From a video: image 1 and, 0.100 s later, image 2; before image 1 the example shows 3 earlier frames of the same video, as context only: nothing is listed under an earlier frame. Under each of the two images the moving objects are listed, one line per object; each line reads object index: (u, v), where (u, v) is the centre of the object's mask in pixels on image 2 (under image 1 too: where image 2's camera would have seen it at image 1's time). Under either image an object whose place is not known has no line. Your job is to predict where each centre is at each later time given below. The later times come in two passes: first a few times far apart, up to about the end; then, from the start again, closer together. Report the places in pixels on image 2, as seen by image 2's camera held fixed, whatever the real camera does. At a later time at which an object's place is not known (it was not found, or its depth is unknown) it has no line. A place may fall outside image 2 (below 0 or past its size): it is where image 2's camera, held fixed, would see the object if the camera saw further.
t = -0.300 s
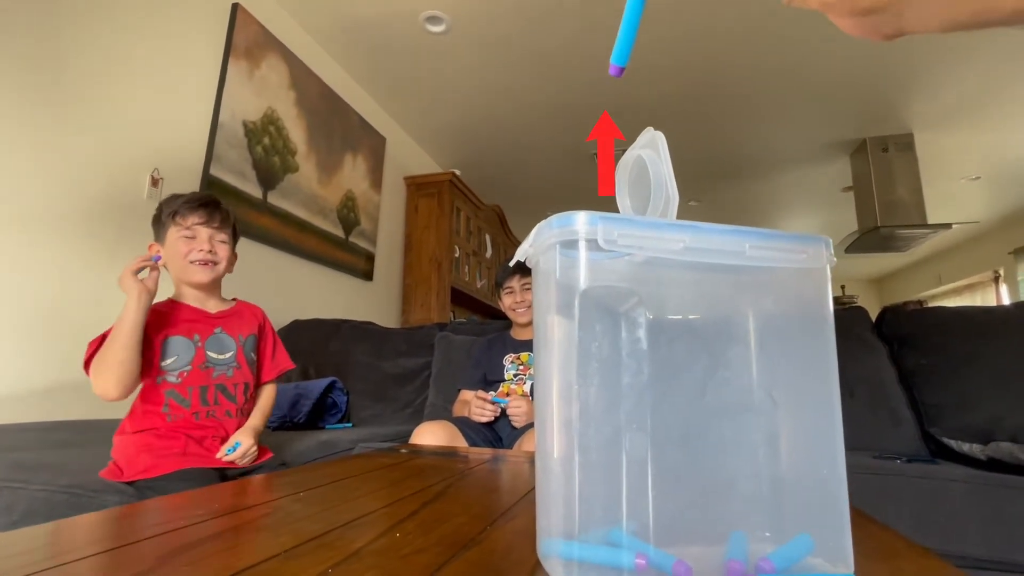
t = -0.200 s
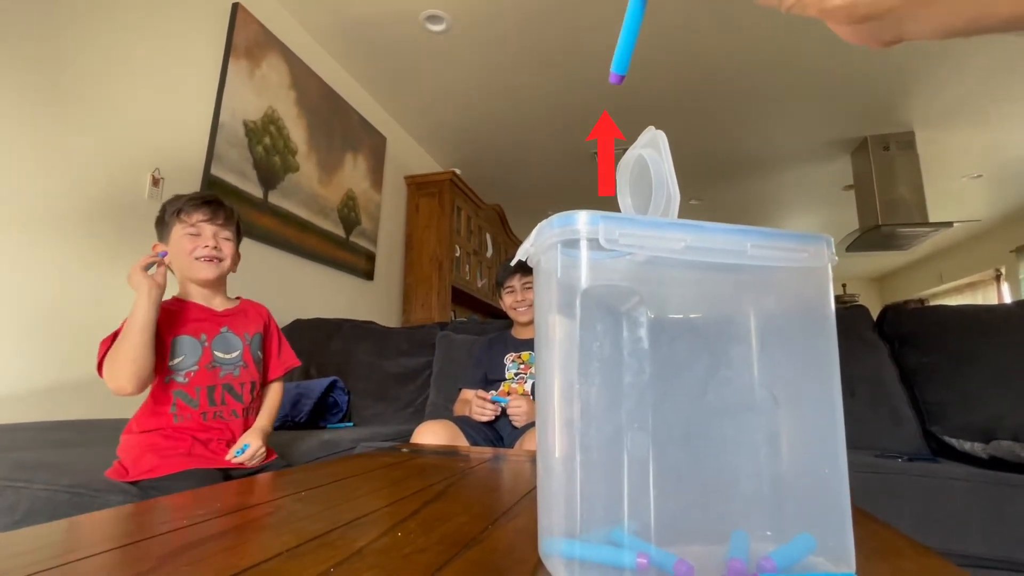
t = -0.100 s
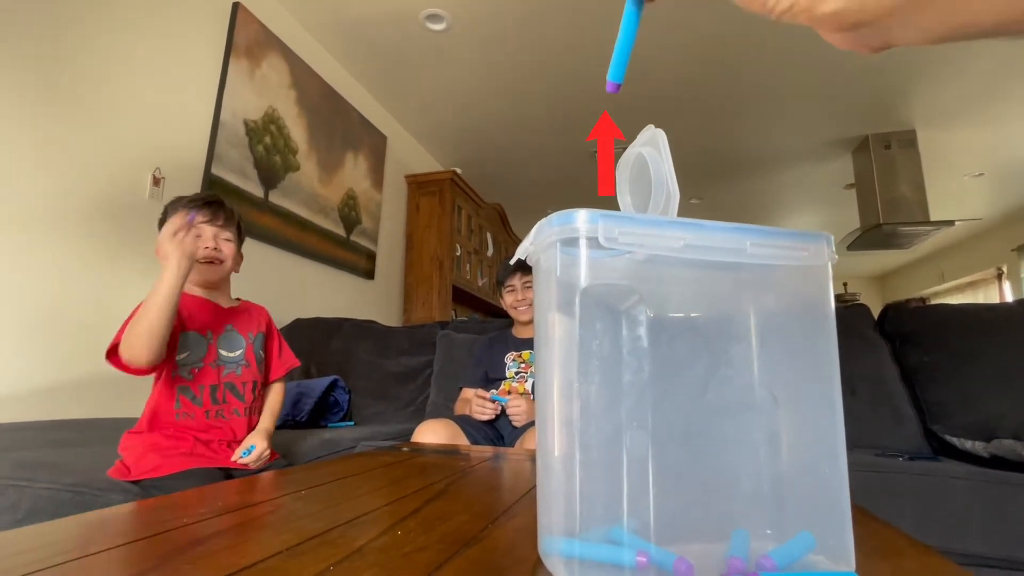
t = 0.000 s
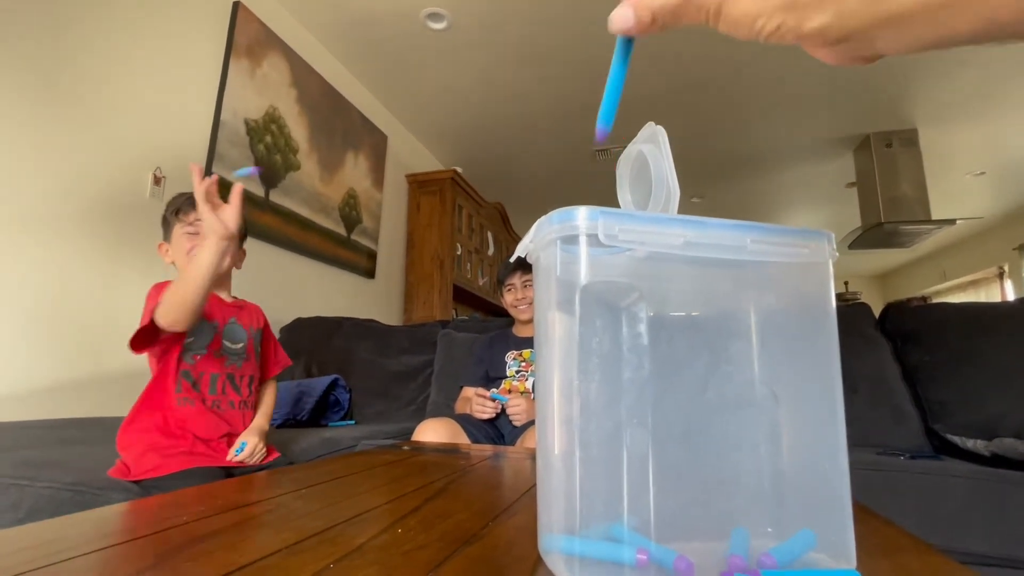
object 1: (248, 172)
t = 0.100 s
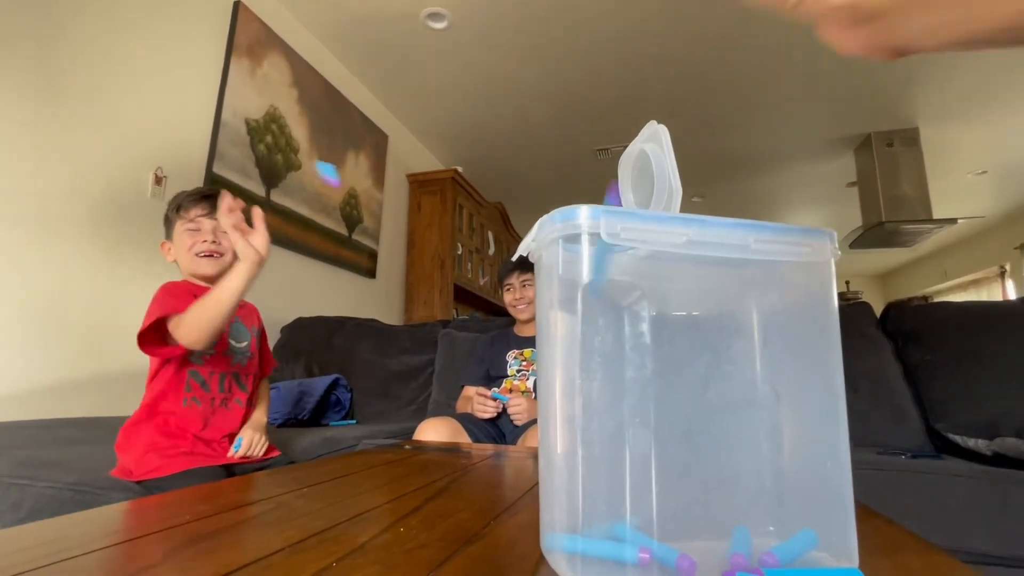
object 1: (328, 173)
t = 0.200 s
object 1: (449, 290)
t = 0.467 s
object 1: (444, 557)
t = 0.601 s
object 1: (435, 556)
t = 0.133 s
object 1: (362, 195)
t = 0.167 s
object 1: (402, 232)
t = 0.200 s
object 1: (449, 290)
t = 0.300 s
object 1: (489, 514)
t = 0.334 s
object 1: (470, 540)
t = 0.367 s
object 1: (469, 535)
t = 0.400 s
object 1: (458, 537)
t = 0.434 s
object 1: (453, 543)
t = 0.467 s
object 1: (444, 557)
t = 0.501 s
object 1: (438, 550)
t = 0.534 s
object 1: (434, 551)
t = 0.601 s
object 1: (435, 556)
